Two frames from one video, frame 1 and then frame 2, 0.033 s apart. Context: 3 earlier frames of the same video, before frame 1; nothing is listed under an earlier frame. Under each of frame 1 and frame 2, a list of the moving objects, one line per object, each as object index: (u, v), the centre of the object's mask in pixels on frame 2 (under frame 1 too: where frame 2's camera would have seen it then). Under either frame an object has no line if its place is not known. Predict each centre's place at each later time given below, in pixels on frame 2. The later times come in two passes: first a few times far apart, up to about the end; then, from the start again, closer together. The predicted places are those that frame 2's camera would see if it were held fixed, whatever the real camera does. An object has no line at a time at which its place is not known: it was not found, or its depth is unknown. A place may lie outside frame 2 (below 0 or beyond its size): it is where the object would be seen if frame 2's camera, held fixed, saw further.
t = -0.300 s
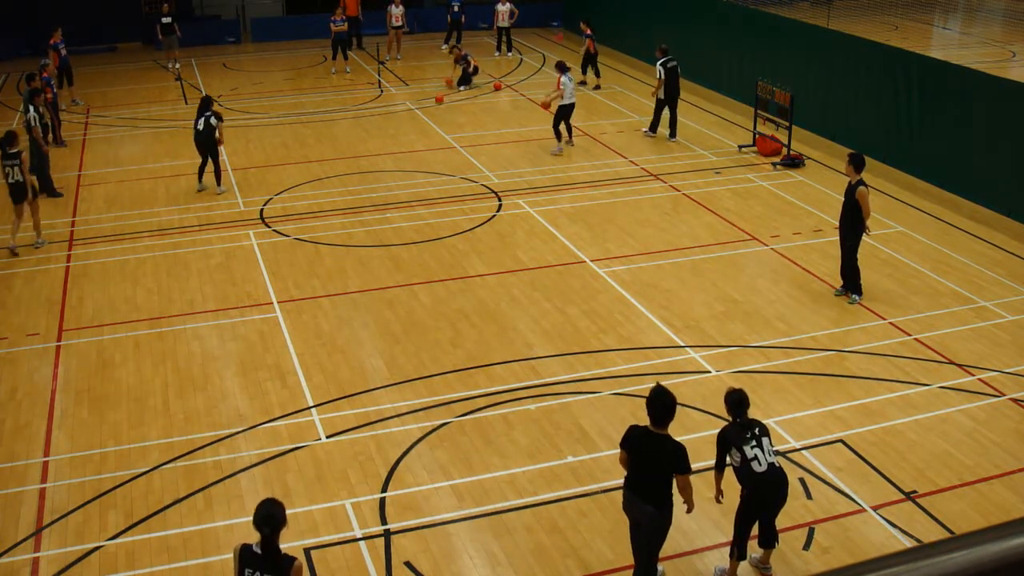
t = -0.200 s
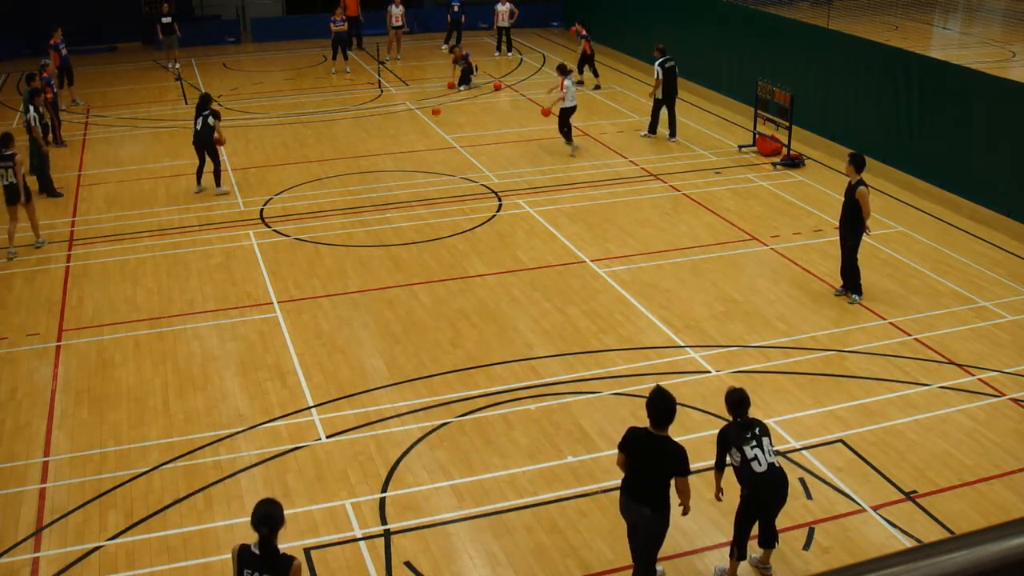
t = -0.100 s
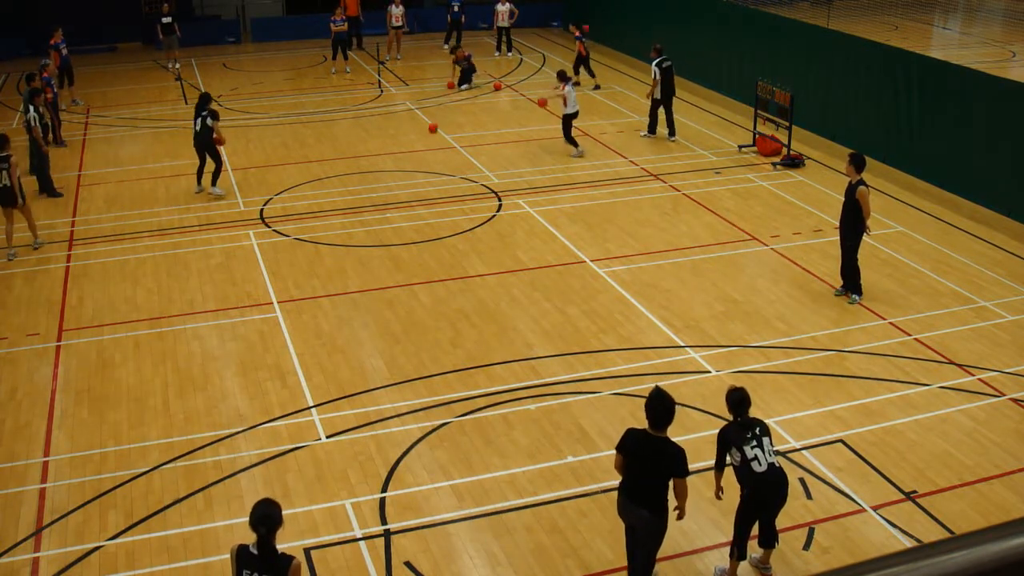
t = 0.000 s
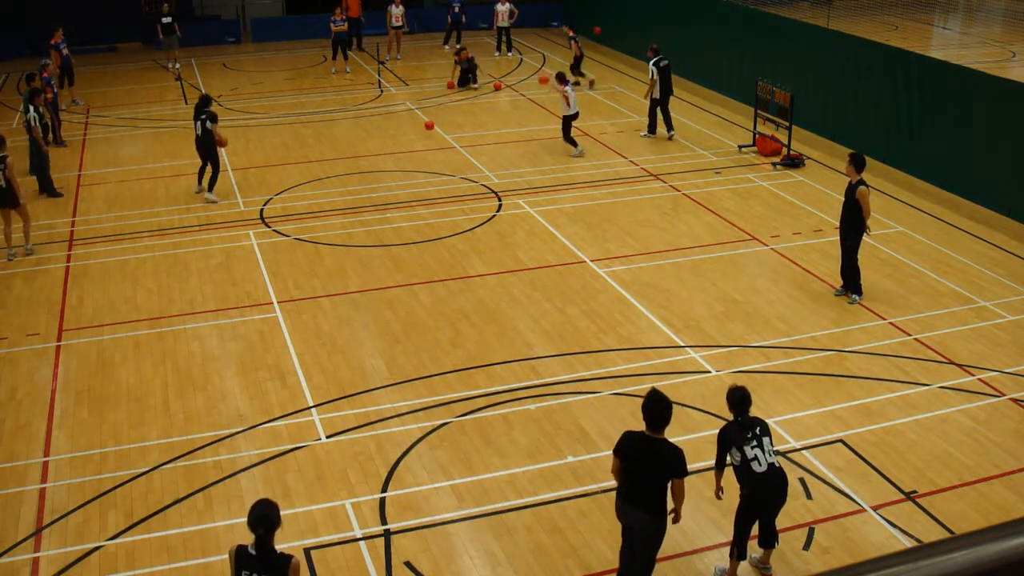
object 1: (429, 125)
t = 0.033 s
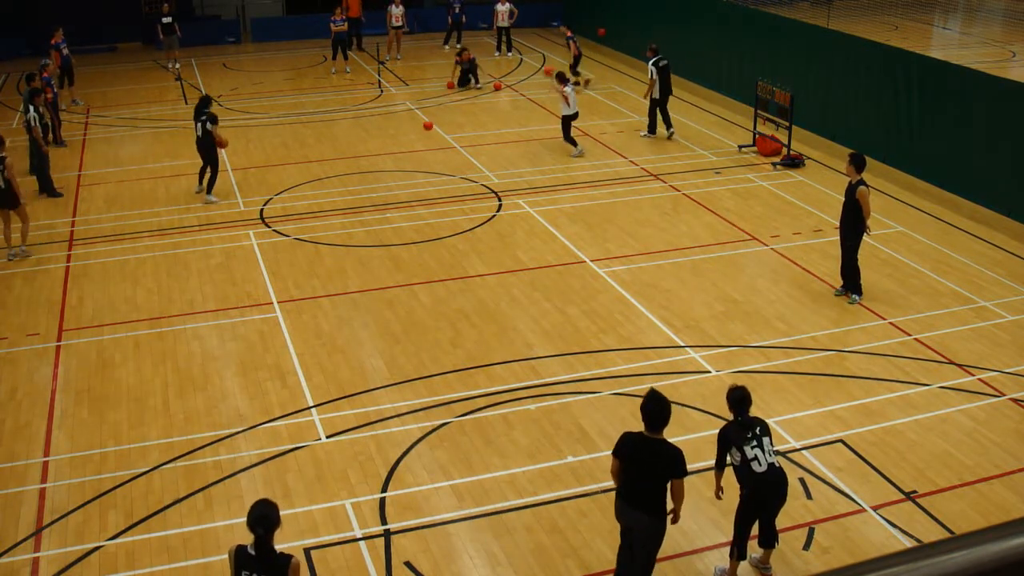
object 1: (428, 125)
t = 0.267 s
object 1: (419, 144)
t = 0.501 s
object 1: (411, 155)
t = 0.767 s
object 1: (401, 175)
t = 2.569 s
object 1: (307, 318)
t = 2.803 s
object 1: (291, 341)
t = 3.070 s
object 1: (271, 367)
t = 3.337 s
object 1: (251, 396)
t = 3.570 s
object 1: (230, 423)
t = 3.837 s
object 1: (205, 456)
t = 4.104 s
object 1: (180, 490)
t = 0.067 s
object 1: (427, 126)
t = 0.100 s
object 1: (425, 127)
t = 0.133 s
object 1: (424, 129)
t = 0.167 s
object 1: (423, 132)
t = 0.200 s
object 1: (422, 135)
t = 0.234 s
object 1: (421, 139)
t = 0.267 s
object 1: (419, 144)
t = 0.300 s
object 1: (418, 150)
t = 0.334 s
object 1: (417, 152)
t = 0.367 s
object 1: (415, 151)
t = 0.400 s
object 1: (415, 151)
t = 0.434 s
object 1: (414, 152)
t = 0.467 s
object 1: (412, 154)
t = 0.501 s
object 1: (411, 155)
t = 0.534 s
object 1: (410, 158)
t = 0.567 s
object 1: (409, 162)
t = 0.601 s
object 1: (408, 166)
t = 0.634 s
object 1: (407, 171)
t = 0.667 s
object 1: (405, 172)
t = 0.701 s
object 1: (404, 172)
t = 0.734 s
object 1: (402, 173)
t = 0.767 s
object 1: (401, 175)
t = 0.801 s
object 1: (400, 177)
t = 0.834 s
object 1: (399, 181)
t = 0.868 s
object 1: (397, 185)
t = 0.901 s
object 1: (396, 188)
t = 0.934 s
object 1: (395, 189)
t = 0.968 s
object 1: (393, 190)
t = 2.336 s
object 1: (322, 298)
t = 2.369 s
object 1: (320, 300)
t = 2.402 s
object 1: (317, 303)
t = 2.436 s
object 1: (316, 307)
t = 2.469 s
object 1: (313, 310)
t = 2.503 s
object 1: (312, 313)
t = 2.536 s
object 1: (309, 316)
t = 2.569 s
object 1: (307, 318)
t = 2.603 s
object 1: (305, 321)
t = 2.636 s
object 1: (303, 325)
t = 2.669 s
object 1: (300, 328)
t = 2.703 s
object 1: (298, 331)
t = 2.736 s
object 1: (296, 334)
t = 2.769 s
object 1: (293, 337)
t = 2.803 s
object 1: (291, 341)
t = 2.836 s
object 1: (288, 343)
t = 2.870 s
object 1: (286, 347)
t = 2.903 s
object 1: (284, 350)
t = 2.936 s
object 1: (282, 354)
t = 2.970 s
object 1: (279, 357)
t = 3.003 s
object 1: (276, 361)
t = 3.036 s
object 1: (274, 364)
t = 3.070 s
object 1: (271, 367)
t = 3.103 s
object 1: (269, 371)
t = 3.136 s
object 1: (266, 374)
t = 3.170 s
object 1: (264, 378)
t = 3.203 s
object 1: (261, 382)
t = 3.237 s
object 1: (258, 385)
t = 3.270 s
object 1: (256, 388)
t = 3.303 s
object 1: (253, 393)
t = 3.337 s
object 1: (251, 396)
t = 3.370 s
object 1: (247, 400)
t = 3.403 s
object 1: (244, 404)
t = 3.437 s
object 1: (242, 408)
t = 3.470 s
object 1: (239, 411)
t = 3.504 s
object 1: (236, 415)
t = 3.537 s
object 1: (233, 419)
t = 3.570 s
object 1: (230, 423)
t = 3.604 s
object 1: (227, 427)
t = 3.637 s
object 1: (224, 431)
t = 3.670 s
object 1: (221, 434)
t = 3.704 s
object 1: (218, 439)
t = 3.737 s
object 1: (215, 443)
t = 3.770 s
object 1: (212, 447)
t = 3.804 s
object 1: (209, 451)
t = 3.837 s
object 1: (205, 456)
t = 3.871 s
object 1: (202, 460)
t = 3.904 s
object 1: (199, 464)
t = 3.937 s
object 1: (196, 468)
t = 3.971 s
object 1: (193, 473)
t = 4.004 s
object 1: (189, 477)
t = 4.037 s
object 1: (186, 481)
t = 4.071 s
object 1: (183, 486)
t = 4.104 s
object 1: (180, 490)
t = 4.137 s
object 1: (176, 494)
